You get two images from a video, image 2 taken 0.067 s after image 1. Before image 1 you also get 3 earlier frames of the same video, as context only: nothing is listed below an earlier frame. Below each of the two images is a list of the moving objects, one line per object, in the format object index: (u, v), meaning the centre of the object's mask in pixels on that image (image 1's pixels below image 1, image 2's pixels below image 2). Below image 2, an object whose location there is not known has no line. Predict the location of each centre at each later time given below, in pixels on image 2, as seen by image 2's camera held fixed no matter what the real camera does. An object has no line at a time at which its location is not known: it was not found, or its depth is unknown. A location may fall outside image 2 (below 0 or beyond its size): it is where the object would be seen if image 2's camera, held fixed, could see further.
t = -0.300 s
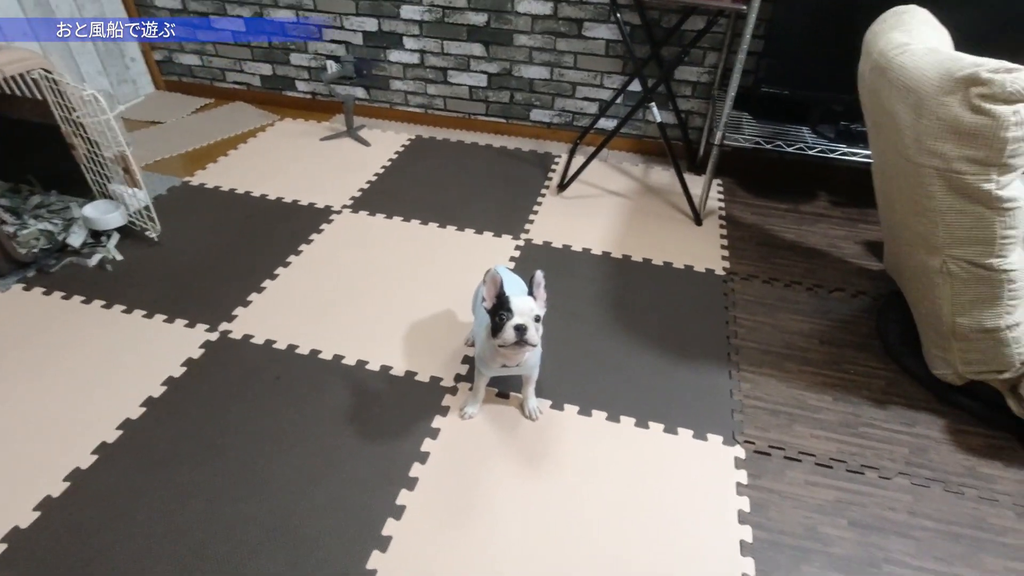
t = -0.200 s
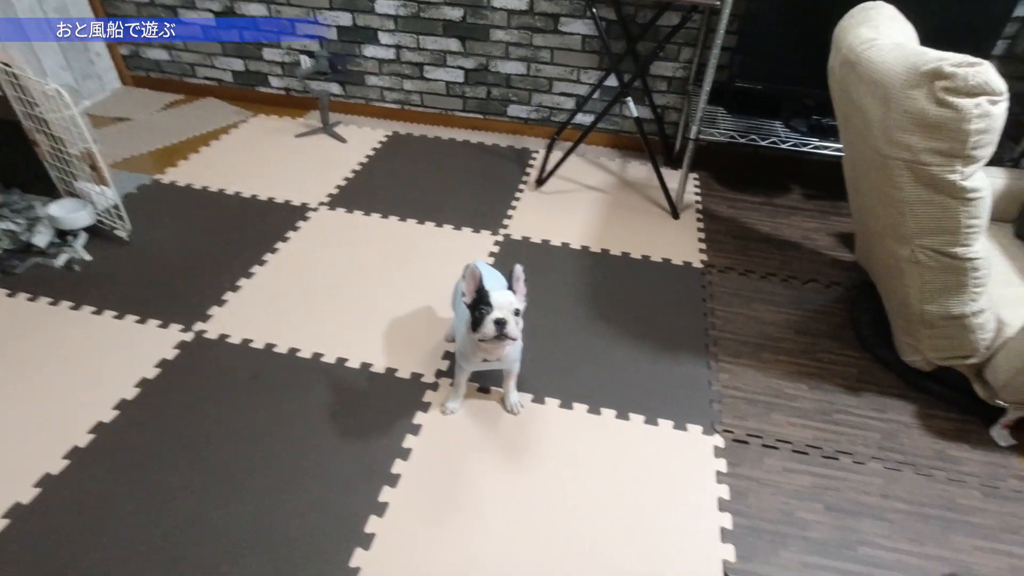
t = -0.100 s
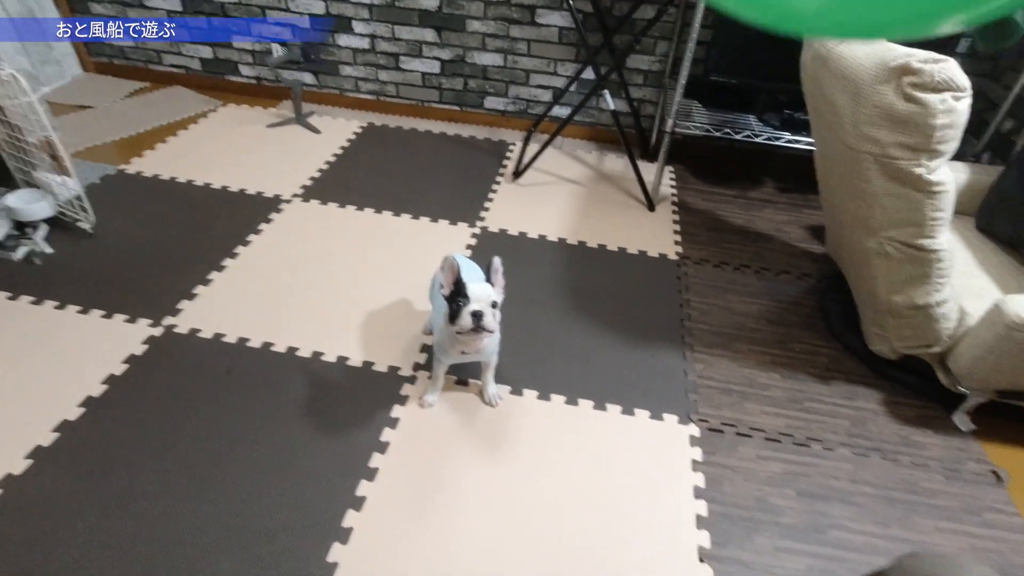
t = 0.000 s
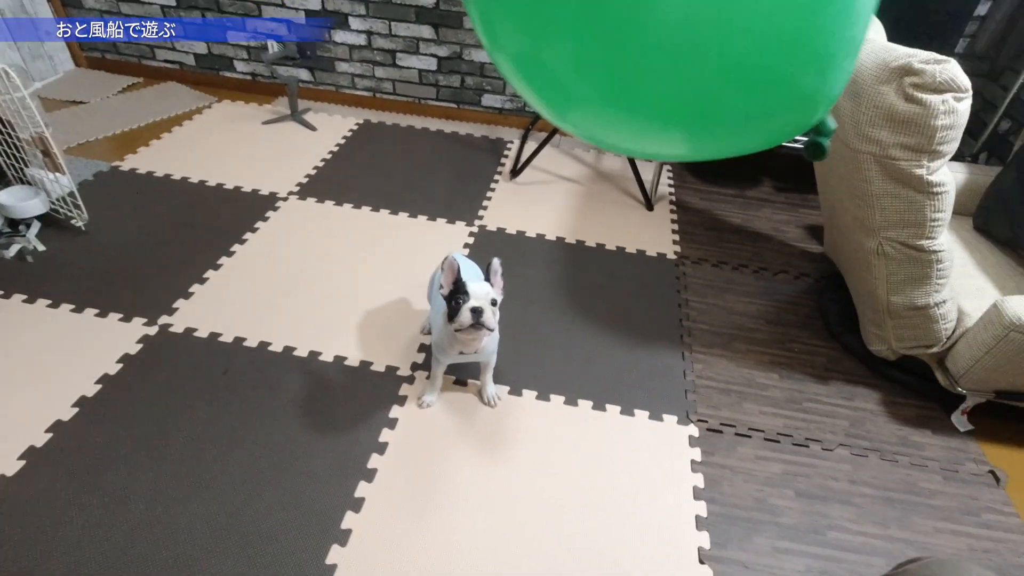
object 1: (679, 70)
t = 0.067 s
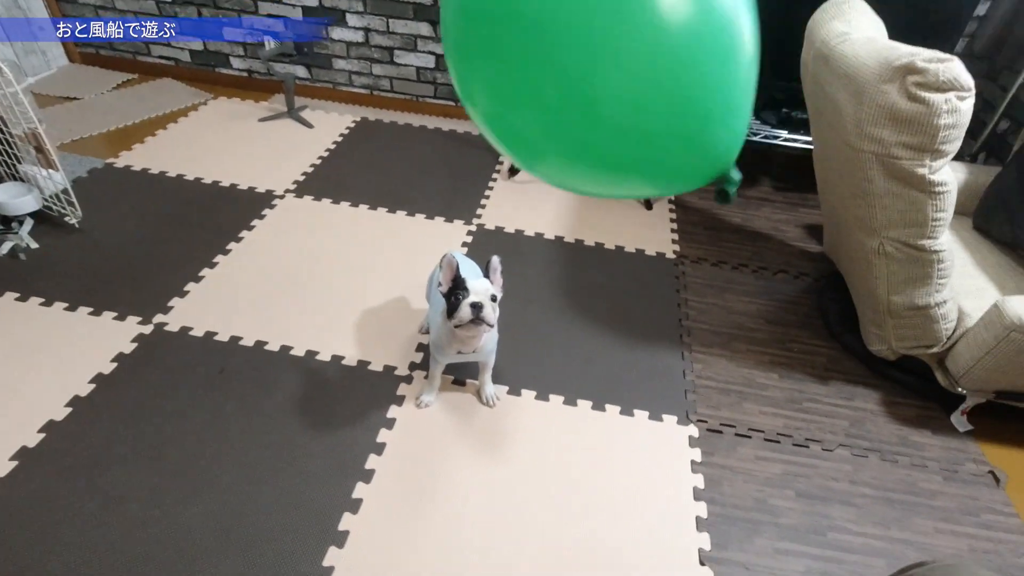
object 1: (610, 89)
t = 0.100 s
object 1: (582, 100)
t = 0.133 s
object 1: (561, 112)
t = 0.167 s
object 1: (544, 127)
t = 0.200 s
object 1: (533, 146)
